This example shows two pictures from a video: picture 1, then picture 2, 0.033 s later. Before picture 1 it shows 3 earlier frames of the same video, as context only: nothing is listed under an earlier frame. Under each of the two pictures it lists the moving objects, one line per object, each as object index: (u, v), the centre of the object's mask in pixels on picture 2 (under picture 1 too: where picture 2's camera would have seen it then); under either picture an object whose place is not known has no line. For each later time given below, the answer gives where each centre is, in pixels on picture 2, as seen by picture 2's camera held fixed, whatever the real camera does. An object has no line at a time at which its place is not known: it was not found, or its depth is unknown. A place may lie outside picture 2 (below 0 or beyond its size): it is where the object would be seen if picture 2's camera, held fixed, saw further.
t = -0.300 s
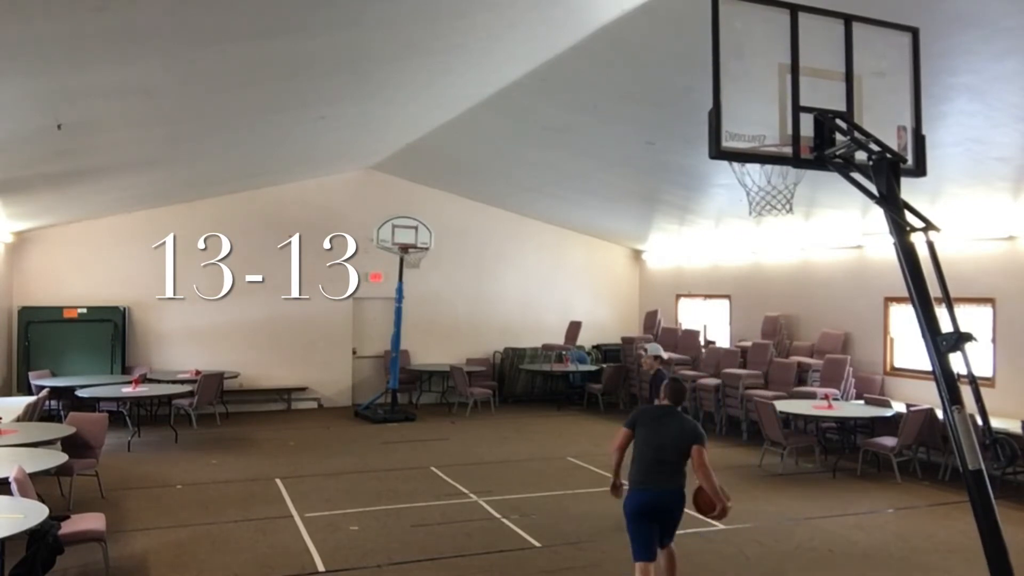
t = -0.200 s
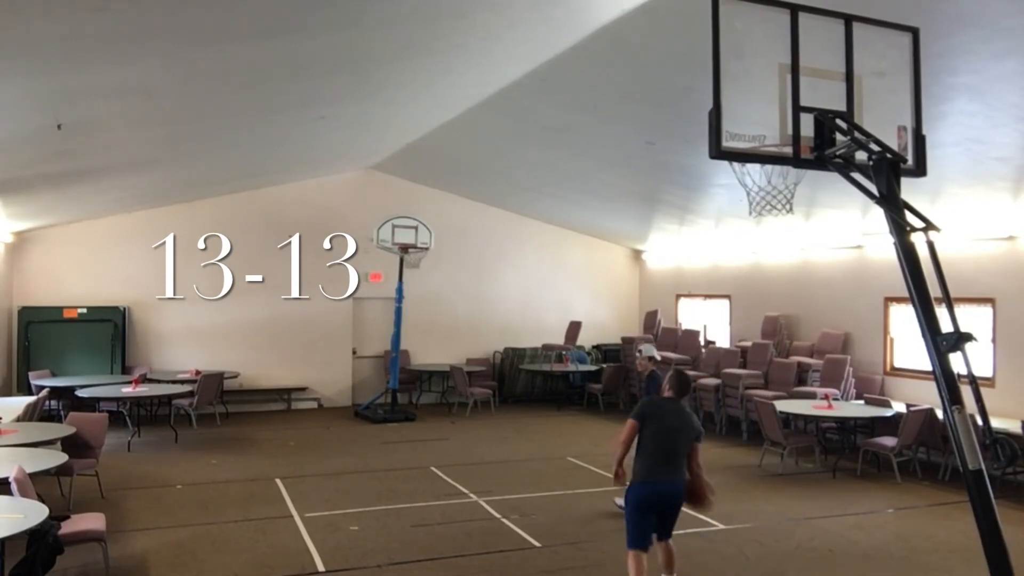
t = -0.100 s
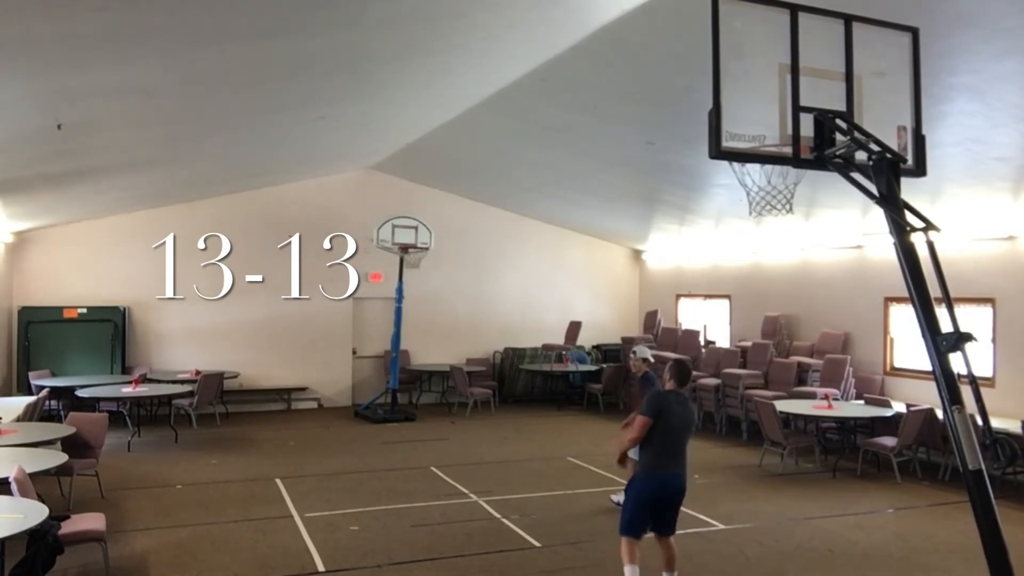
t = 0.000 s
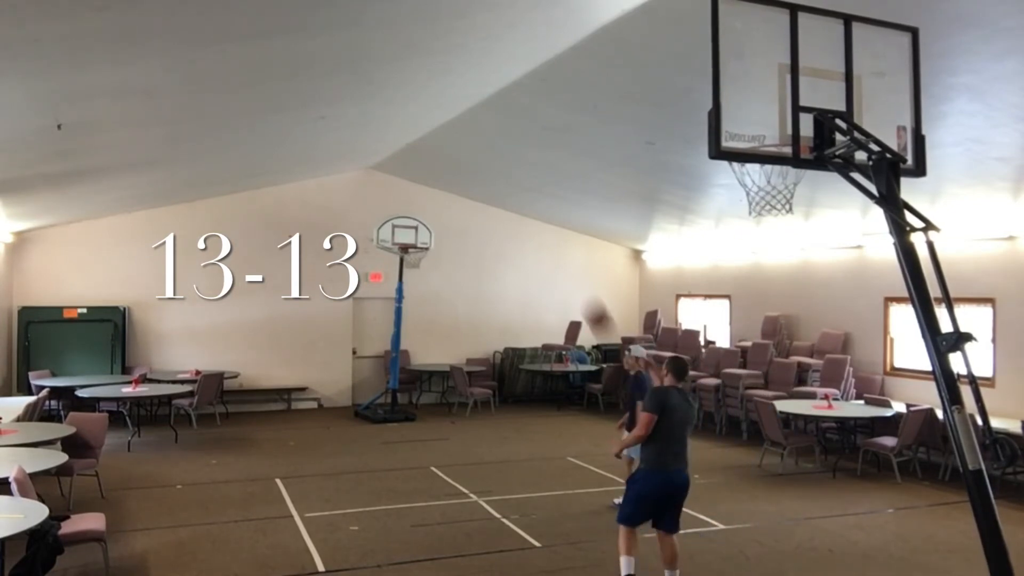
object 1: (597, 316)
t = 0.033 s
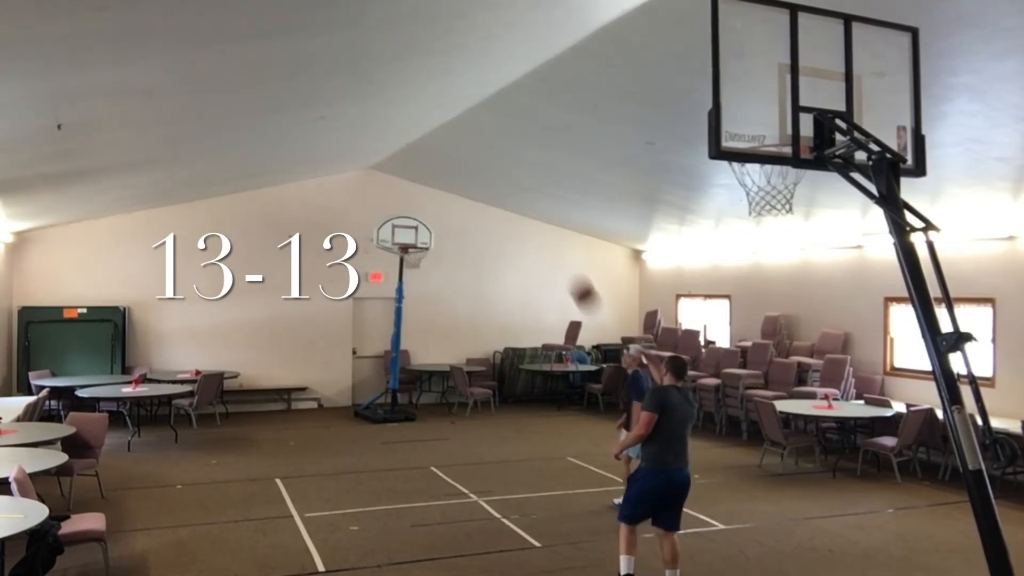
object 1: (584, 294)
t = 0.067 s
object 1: (570, 272)
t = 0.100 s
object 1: (558, 253)
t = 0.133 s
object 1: (546, 237)
